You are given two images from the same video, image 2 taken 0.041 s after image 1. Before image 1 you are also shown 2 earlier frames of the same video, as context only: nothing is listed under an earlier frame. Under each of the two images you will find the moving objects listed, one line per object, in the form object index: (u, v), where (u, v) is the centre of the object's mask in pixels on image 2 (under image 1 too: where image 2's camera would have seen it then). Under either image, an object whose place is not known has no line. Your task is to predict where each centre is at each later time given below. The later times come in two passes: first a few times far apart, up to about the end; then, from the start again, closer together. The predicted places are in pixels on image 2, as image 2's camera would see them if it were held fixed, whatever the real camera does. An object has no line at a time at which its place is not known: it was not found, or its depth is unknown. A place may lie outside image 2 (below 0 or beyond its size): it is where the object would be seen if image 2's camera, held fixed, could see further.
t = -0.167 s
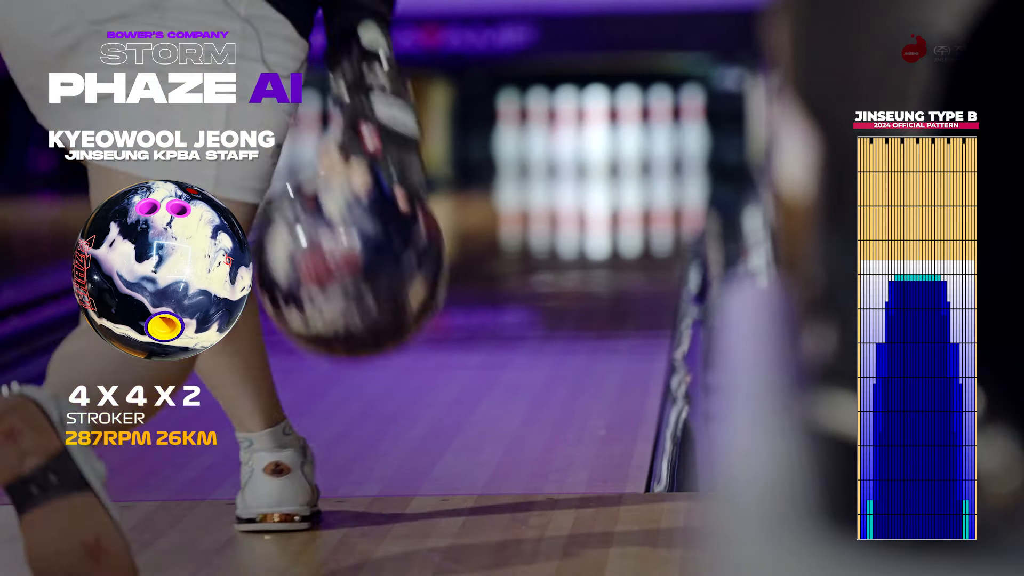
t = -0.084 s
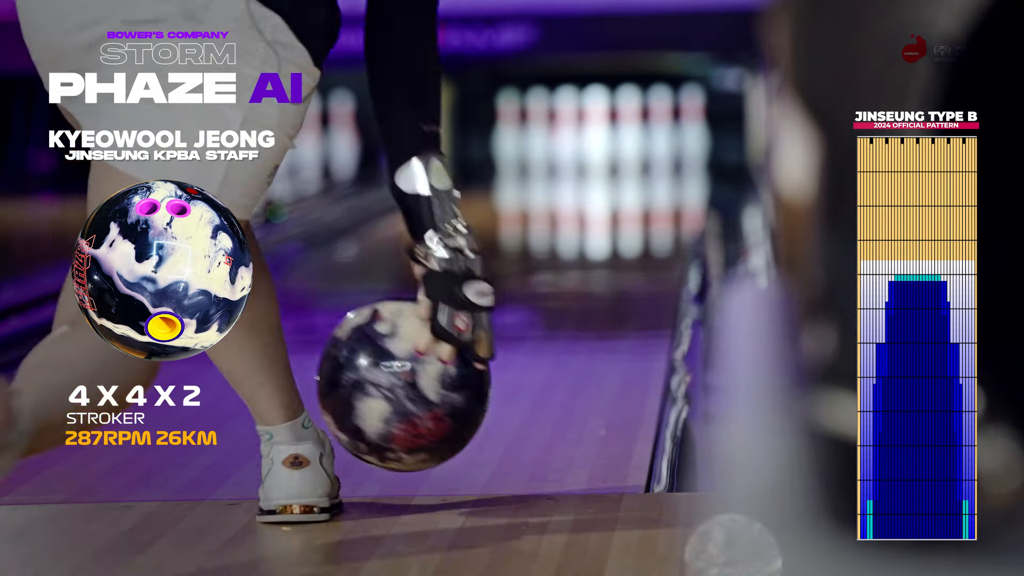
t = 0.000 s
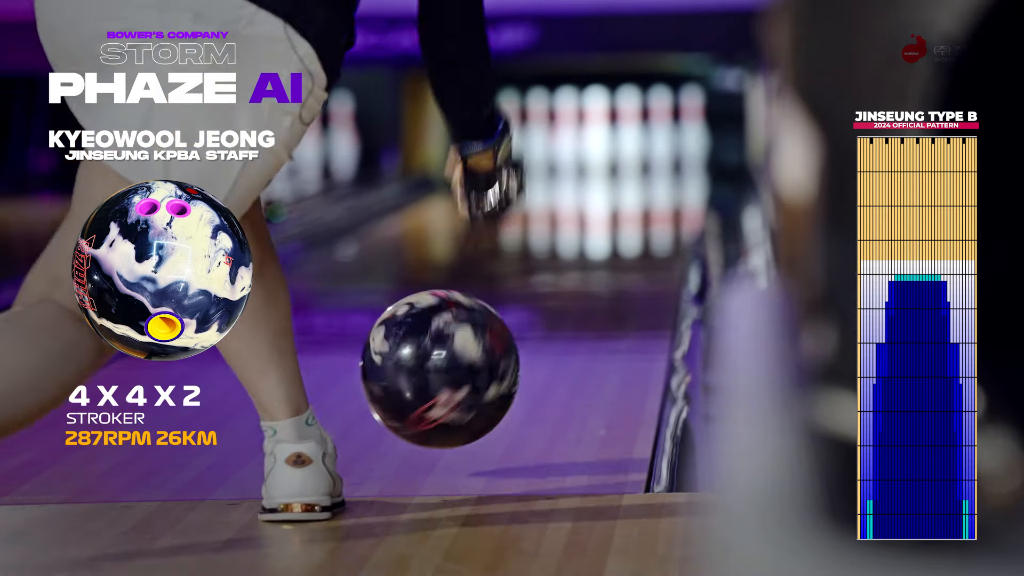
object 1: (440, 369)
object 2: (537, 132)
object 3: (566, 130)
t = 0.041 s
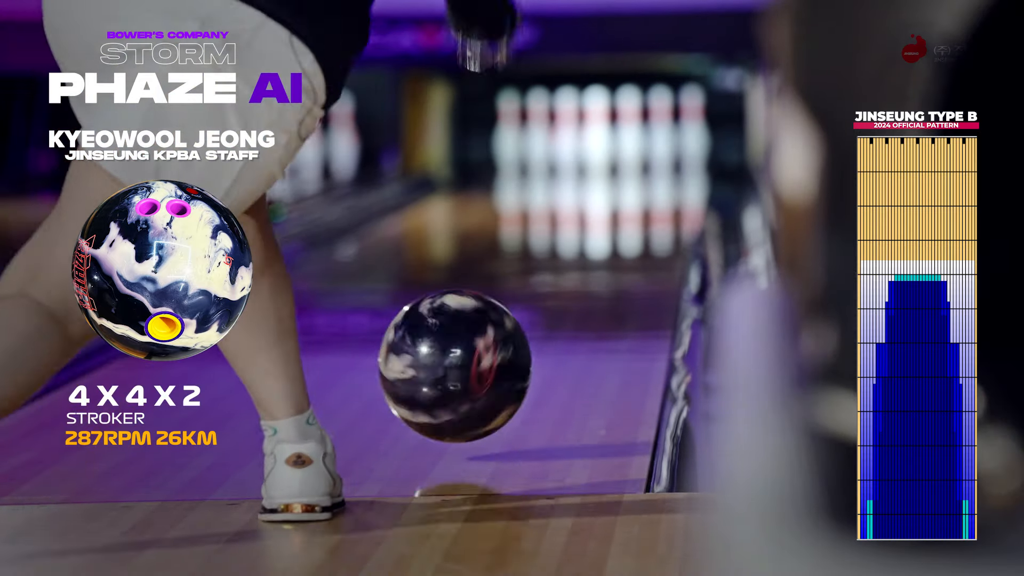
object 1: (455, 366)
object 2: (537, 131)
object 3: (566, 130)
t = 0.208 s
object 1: (504, 338)
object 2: (537, 131)
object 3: (566, 130)
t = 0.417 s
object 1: (547, 297)
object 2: (537, 132)
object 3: (566, 131)
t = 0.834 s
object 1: (601, 241)
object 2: (537, 132)
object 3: (566, 131)
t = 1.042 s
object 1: (619, 222)
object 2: (537, 132)
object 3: (566, 131)
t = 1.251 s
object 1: (633, 206)
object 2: (537, 132)
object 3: (566, 132)
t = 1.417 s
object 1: (642, 195)
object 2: (537, 133)
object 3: (567, 132)
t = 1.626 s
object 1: (648, 185)
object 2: (538, 135)
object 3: (566, 136)
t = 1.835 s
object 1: (653, 175)
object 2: (538, 135)
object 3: (566, 137)
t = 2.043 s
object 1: (653, 167)
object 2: (537, 136)
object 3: (566, 137)
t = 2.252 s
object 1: (646, 161)
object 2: (537, 136)
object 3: (566, 137)
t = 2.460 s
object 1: (630, 156)
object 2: (537, 136)
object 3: (566, 137)
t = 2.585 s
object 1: (620, 153)
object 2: (537, 135)
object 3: (566, 137)
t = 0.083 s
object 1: (469, 374)
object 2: (537, 130)
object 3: (566, 129)
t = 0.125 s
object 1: (481, 355)
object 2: (537, 130)
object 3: (566, 130)
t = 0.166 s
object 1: (493, 347)
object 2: (537, 131)
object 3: (566, 130)
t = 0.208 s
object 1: (504, 338)
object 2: (537, 131)
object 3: (566, 130)
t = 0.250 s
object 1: (514, 330)
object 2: (537, 131)
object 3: (566, 130)
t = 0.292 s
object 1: (522, 320)
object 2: (537, 131)
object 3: (566, 130)
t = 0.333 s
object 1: (531, 312)
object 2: (537, 131)
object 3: (566, 131)
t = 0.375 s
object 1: (539, 304)
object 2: (537, 131)
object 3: (566, 130)
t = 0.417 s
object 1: (547, 297)
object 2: (537, 132)
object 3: (566, 131)
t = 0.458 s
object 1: (554, 290)
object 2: (537, 132)
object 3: (566, 130)
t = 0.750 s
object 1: (594, 250)
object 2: (537, 132)
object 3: (566, 131)
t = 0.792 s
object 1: (597, 246)
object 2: (537, 132)
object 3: (566, 131)
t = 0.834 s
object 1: (601, 241)
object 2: (537, 132)
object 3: (566, 131)
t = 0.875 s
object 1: (605, 236)
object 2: (537, 132)
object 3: (566, 131)
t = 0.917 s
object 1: (610, 233)
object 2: (537, 133)
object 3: (566, 131)
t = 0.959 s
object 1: (613, 229)
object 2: (537, 133)
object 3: (566, 131)
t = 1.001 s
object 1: (616, 225)
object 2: (537, 132)
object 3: (566, 132)
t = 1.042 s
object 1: (619, 222)
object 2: (537, 132)
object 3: (566, 131)
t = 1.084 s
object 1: (622, 218)
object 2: (537, 132)
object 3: (566, 131)
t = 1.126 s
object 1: (625, 215)
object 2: (537, 132)
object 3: (566, 131)
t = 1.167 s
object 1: (628, 212)
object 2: (537, 132)
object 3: (566, 131)
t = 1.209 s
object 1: (631, 209)
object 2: (537, 132)
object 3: (566, 132)
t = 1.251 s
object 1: (633, 206)
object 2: (537, 132)
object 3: (566, 132)
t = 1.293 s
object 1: (636, 203)
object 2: (537, 132)
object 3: (566, 132)
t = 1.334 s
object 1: (638, 200)
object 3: (568, 131)
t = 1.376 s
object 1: (640, 198)
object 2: (537, 134)
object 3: (567, 142)
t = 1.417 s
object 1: (642, 195)
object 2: (537, 133)
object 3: (567, 132)
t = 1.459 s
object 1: (643, 193)
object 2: (537, 133)
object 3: (567, 132)
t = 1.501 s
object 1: (644, 191)
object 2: (537, 134)
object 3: (567, 133)
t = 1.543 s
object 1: (645, 189)
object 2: (538, 134)
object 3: (567, 133)
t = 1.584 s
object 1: (647, 187)
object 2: (537, 134)
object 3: (567, 133)
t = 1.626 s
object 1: (648, 185)
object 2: (538, 135)
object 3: (566, 136)
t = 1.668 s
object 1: (649, 182)
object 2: (538, 135)
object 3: (566, 137)
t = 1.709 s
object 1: (650, 180)
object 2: (538, 135)
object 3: (566, 136)
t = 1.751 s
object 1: (651, 178)
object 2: (538, 135)
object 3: (566, 137)
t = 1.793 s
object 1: (652, 177)
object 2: (538, 135)
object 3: (566, 137)
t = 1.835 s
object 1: (653, 175)
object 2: (538, 135)
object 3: (566, 137)
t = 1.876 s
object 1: (653, 173)
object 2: (538, 135)
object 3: (567, 137)
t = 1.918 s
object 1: (654, 172)
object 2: (538, 136)
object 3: (567, 137)
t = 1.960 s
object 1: (654, 170)
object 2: (538, 136)
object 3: (567, 137)
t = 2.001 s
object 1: (653, 169)
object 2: (537, 136)
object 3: (566, 137)
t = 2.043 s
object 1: (653, 167)
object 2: (537, 136)
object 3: (566, 137)
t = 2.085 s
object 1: (652, 166)
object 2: (537, 136)
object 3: (566, 137)
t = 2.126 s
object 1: (651, 165)
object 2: (537, 135)
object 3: (566, 137)
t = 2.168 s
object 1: (650, 163)
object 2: (537, 135)
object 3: (566, 137)
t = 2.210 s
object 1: (648, 162)
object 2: (537, 135)
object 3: (566, 137)
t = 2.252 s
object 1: (646, 161)
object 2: (537, 136)
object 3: (566, 137)
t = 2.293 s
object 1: (643, 160)
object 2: (537, 136)
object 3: (566, 137)
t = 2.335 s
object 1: (640, 159)
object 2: (537, 136)
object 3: (566, 137)
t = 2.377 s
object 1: (637, 158)
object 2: (537, 135)
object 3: (566, 137)
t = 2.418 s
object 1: (633, 157)
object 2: (537, 135)
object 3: (566, 137)
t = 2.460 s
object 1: (630, 156)
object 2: (537, 136)
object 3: (566, 137)
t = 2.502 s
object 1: (627, 155)
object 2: (537, 135)
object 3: (566, 136)
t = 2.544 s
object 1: (623, 154)
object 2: (537, 135)
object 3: (566, 137)
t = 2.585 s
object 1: (620, 153)
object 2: (537, 135)
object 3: (566, 137)
